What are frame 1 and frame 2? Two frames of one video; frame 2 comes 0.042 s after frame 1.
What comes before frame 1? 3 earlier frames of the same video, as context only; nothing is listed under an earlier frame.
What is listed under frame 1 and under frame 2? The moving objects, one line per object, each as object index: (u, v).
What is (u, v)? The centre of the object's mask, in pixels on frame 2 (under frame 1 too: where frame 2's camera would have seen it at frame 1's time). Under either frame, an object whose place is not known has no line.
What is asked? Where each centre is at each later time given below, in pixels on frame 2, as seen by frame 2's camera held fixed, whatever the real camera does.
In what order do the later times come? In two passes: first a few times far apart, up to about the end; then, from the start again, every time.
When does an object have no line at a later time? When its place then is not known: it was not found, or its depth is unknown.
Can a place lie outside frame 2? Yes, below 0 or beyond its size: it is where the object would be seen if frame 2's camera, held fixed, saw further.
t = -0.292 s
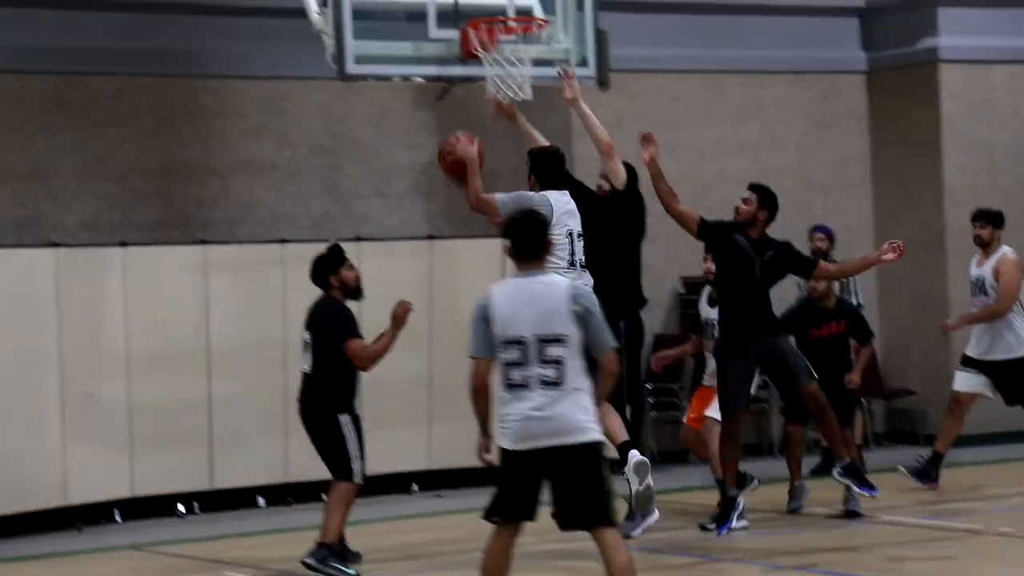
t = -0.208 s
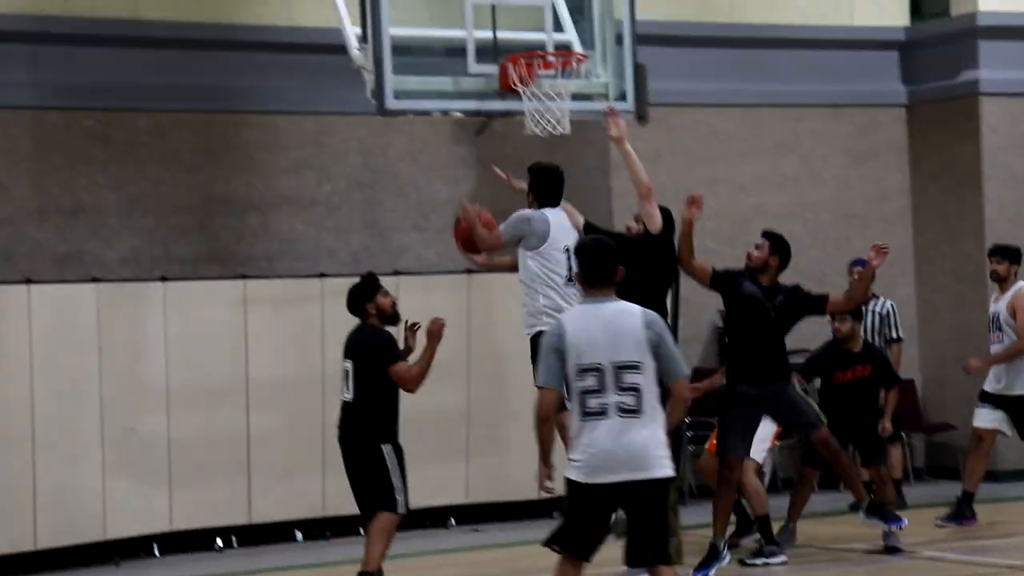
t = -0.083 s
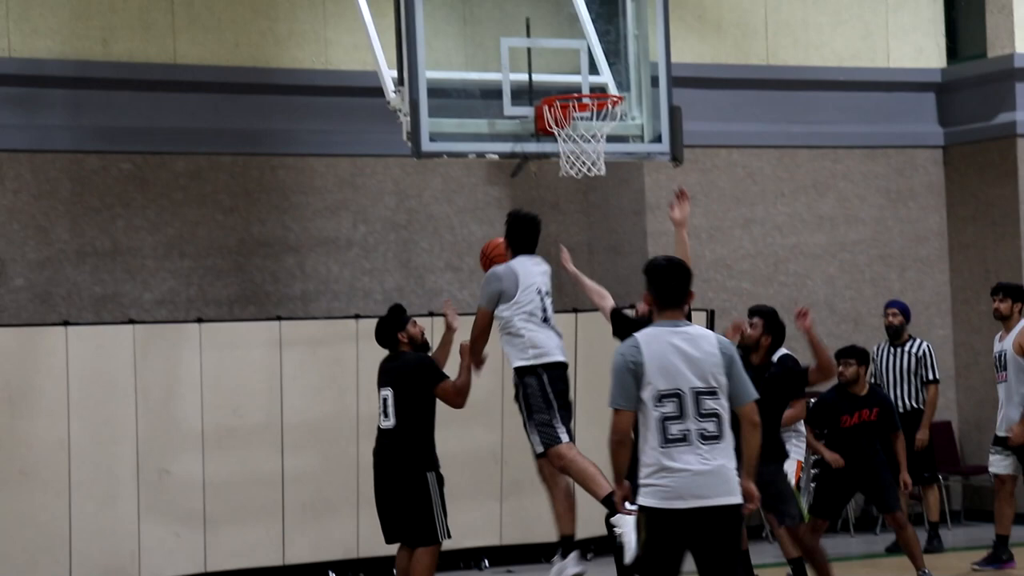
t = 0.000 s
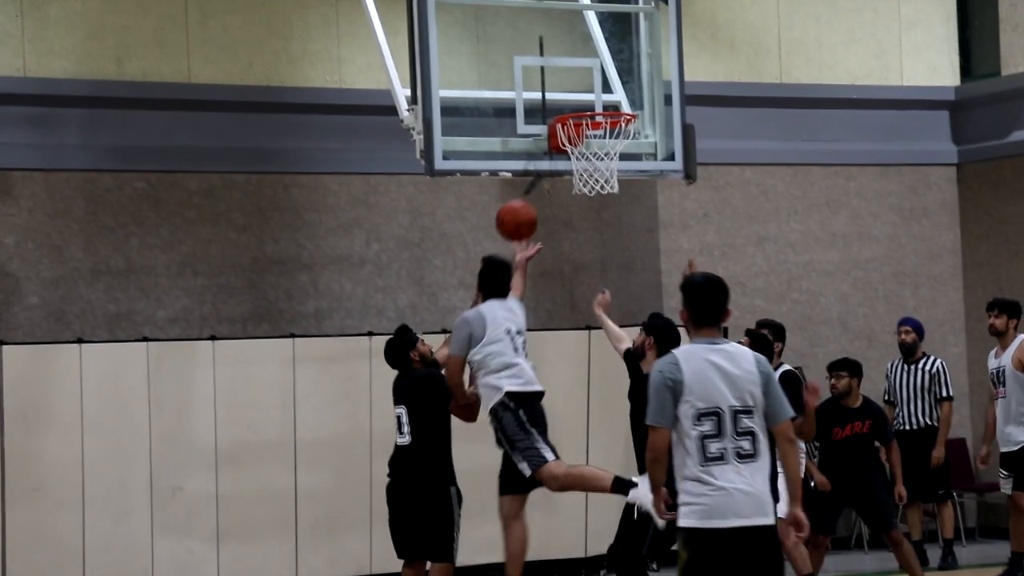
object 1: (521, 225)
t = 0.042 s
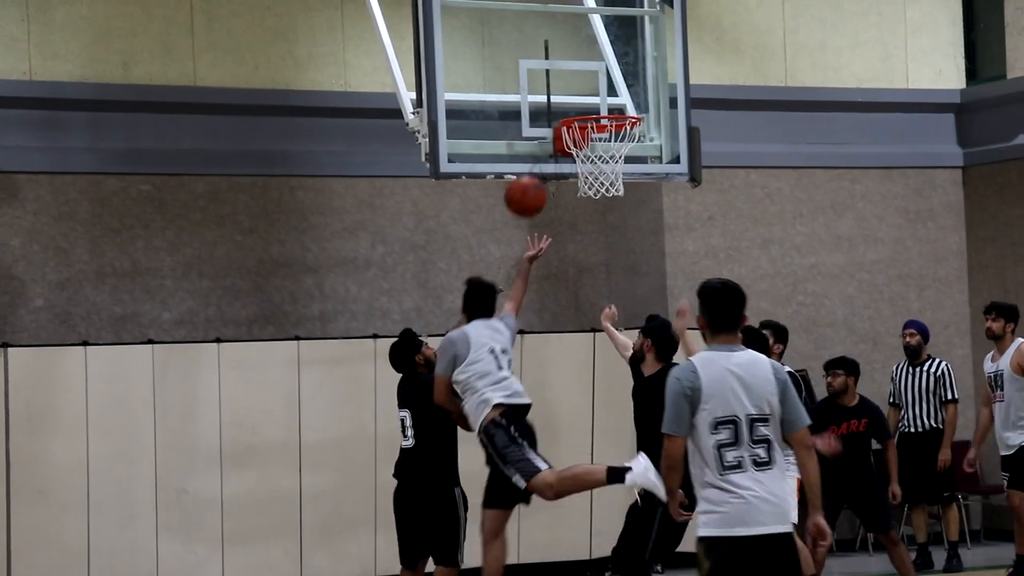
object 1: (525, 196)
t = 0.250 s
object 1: (547, 106)
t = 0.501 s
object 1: (576, 93)
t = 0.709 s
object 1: (596, 135)
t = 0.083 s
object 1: (530, 172)
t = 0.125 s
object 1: (534, 151)
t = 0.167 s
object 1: (538, 133)
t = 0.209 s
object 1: (542, 118)
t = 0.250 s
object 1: (547, 106)
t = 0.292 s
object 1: (551, 96)
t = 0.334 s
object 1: (556, 90)
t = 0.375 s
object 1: (561, 86)
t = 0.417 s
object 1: (566, 86)
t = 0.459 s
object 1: (571, 88)
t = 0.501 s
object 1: (576, 93)
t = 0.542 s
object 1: (581, 99)
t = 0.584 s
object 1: (584, 103)
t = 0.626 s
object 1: (586, 106)
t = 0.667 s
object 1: (591, 123)
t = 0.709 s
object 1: (596, 135)
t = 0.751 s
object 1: (596, 149)
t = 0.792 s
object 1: (598, 161)
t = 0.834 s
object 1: (598, 169)
